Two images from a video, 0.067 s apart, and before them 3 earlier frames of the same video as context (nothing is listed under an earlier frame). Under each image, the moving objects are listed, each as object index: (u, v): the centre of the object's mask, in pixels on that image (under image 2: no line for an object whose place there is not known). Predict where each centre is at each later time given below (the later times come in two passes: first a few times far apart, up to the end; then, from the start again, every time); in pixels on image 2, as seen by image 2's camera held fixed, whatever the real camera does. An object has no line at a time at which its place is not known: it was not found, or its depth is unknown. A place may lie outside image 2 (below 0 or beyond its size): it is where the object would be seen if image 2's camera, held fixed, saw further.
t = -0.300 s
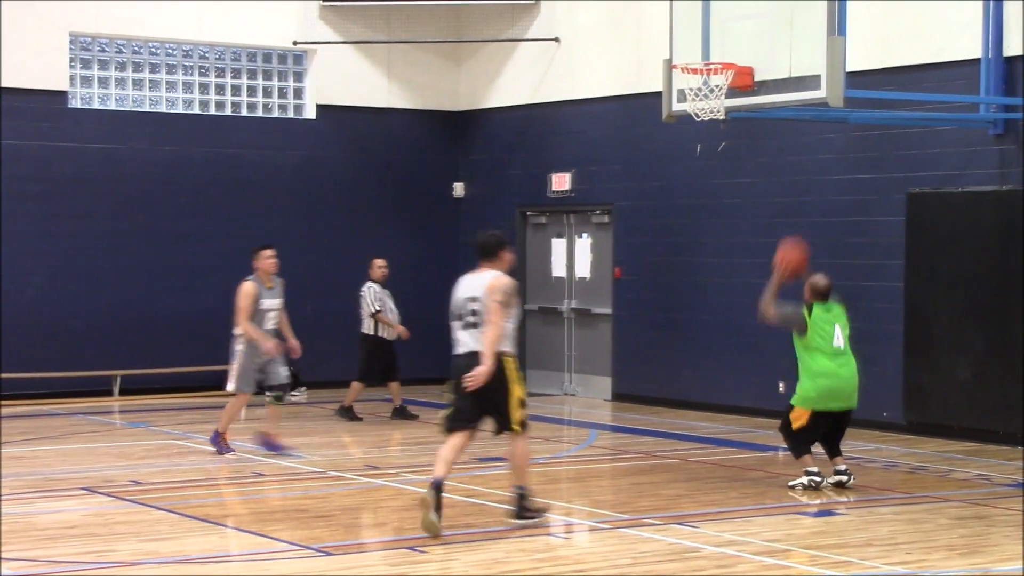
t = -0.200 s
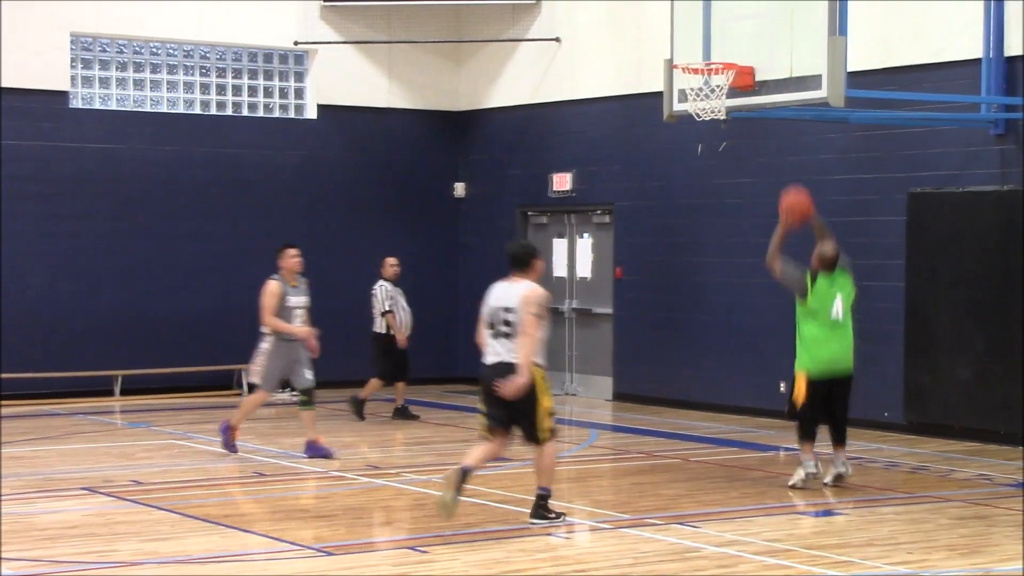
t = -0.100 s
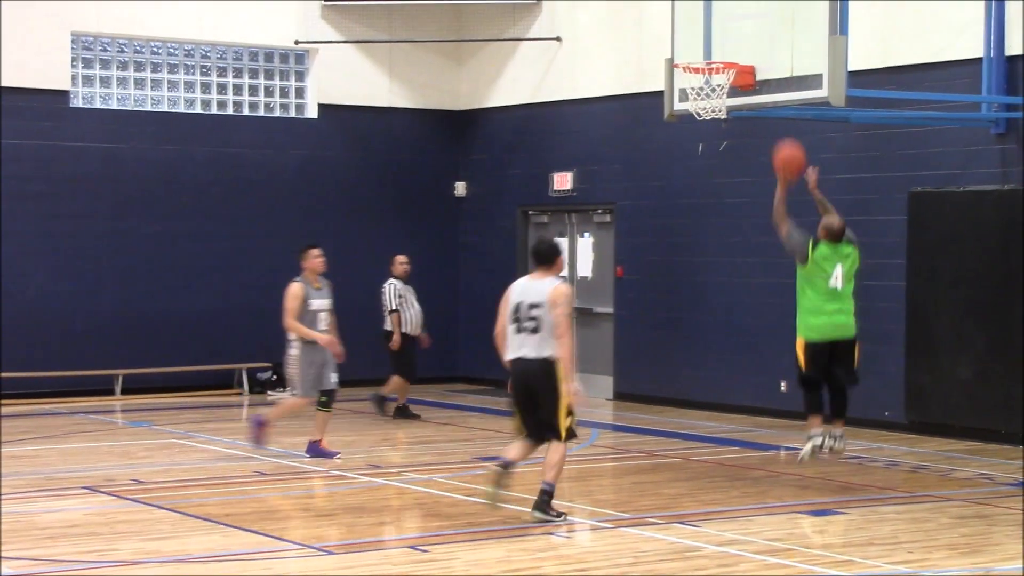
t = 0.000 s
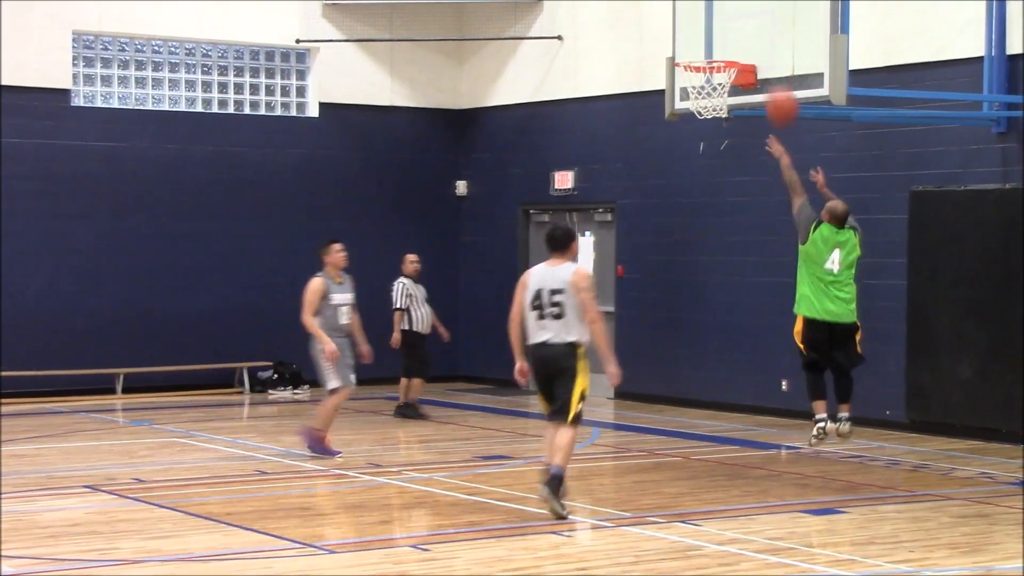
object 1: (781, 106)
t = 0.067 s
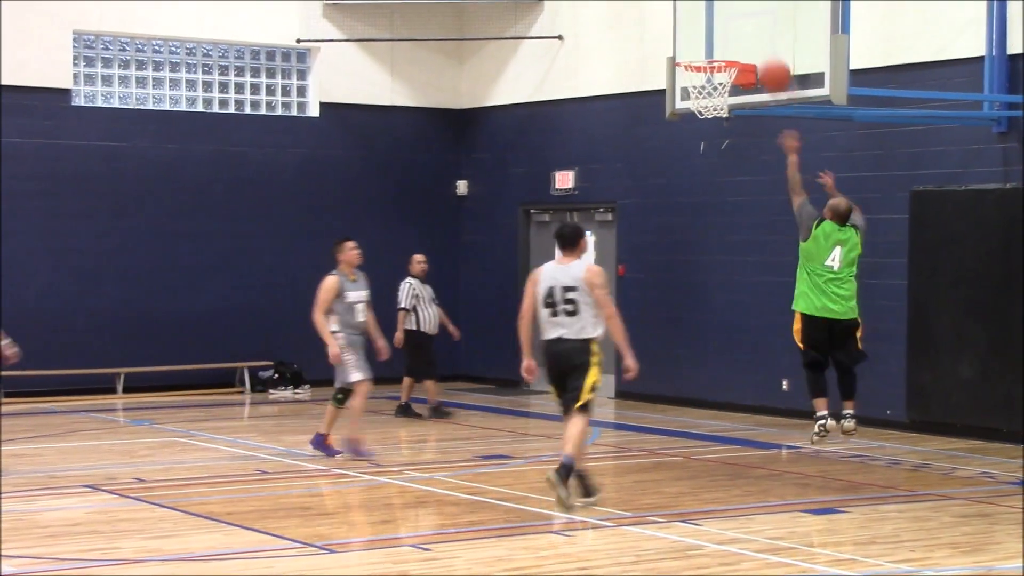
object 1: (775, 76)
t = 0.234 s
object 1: (748, 38)
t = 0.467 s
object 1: (704, 50)
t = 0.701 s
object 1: (717, 66)
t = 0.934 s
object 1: (701, 101)
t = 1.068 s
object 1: (691, 125)
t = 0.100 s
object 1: (771, 62)
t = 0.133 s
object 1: (767, 51)
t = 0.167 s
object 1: (762, 43)
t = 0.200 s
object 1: (755, 40)
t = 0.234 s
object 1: (748, 38)
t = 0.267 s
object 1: (742, 37)
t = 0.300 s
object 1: (735, 38)
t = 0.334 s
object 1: (729, 40)
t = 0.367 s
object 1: (721, 43)
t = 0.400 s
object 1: (715, 47)
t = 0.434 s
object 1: (709, 50)
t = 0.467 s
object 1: (704, 50)
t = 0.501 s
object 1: (700, 50)
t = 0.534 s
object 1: (696, 50)
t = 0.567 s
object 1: (693, 52)
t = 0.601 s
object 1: (699, 52)
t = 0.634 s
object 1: (706, 53)
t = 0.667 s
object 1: (713, 54)
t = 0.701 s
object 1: (717, 66)
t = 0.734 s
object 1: (721, 71)
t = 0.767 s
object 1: (717, 77)
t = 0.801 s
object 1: (717, 79)
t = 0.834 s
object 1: (714, 86)
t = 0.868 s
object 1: (709, 92)
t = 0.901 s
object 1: (705, 96)
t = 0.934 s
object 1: (701, 101)
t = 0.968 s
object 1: (696, 107)
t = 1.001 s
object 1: (695, 110)
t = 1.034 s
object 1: (693, 120)
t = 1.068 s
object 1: (691, 125)
